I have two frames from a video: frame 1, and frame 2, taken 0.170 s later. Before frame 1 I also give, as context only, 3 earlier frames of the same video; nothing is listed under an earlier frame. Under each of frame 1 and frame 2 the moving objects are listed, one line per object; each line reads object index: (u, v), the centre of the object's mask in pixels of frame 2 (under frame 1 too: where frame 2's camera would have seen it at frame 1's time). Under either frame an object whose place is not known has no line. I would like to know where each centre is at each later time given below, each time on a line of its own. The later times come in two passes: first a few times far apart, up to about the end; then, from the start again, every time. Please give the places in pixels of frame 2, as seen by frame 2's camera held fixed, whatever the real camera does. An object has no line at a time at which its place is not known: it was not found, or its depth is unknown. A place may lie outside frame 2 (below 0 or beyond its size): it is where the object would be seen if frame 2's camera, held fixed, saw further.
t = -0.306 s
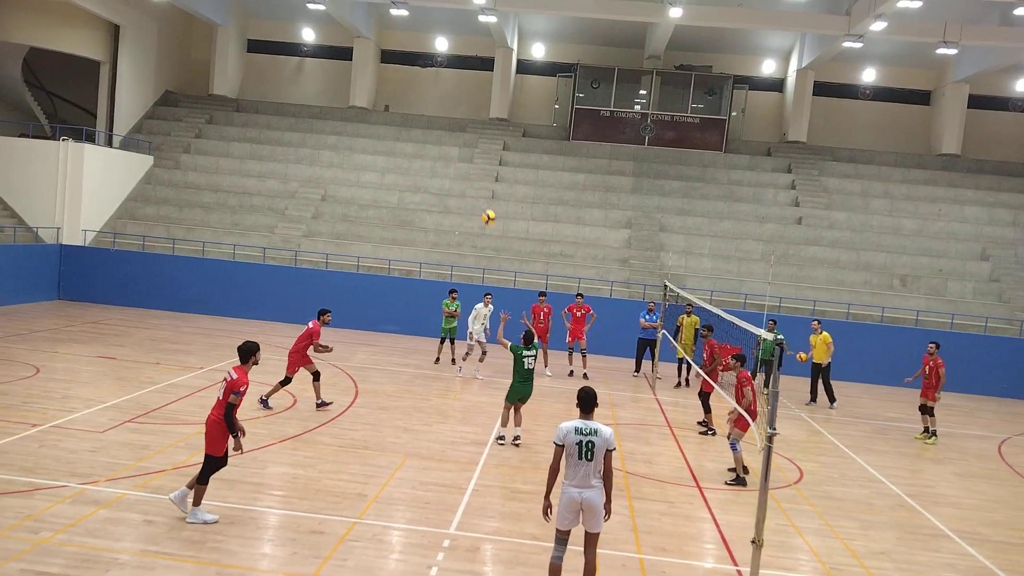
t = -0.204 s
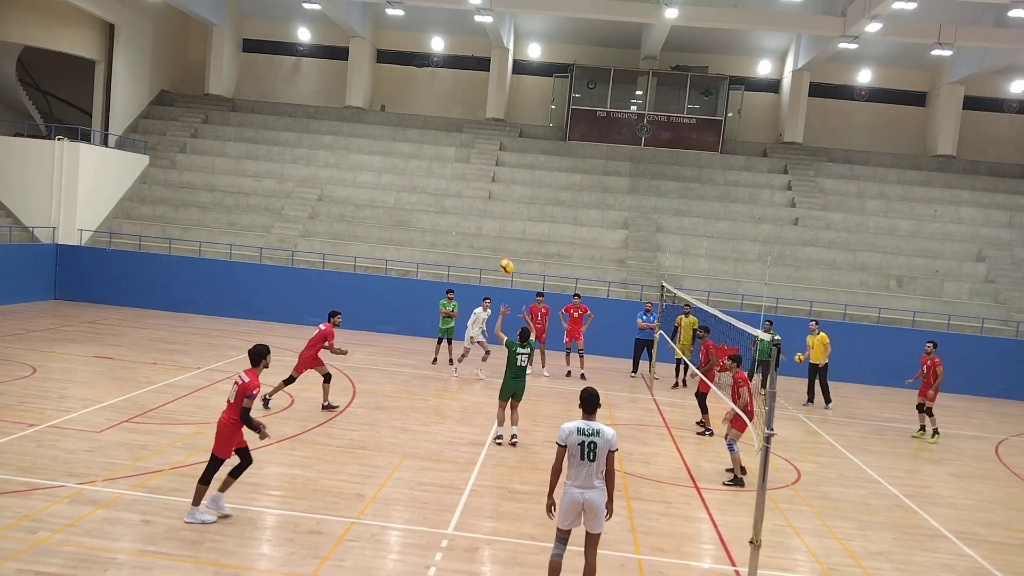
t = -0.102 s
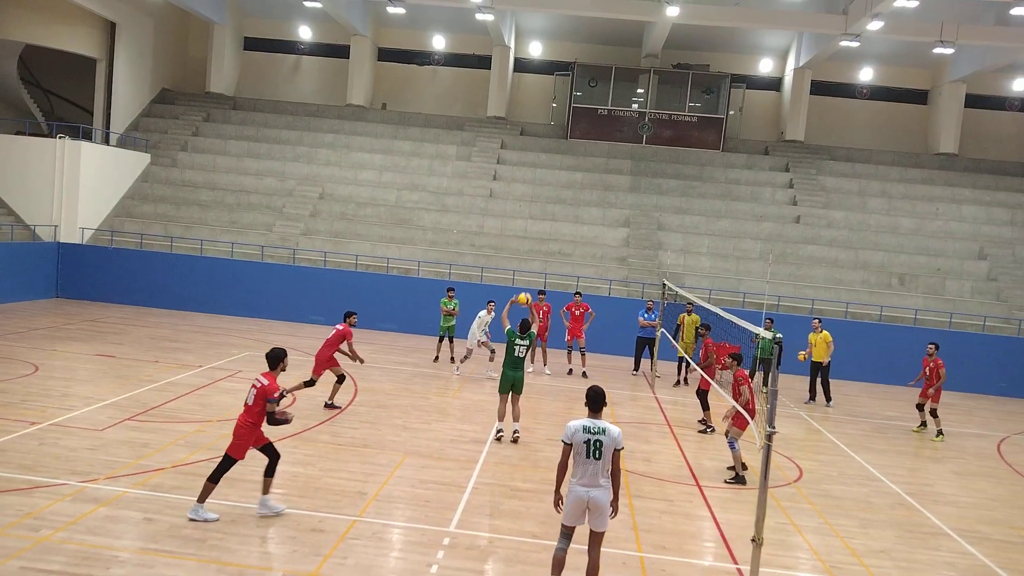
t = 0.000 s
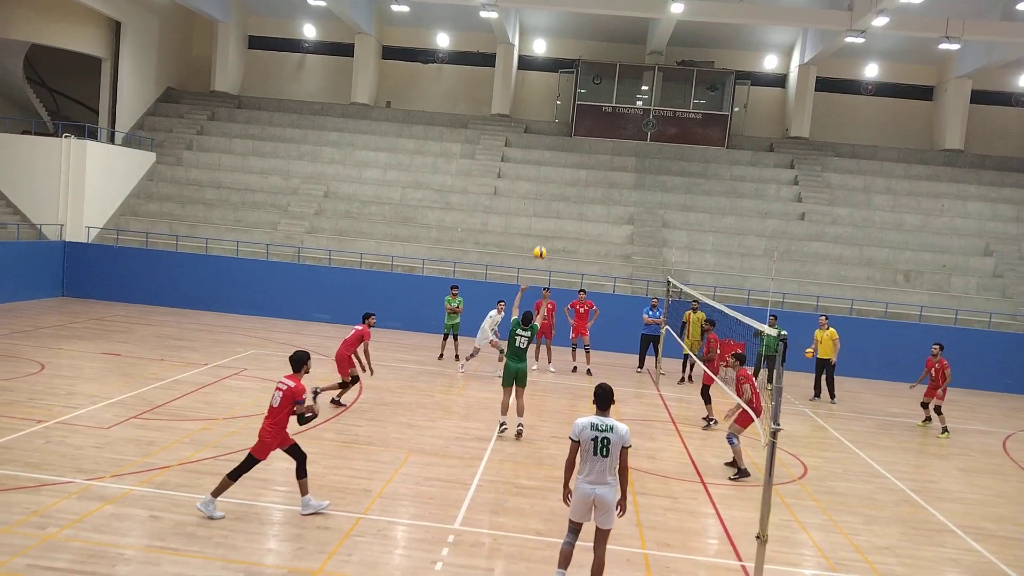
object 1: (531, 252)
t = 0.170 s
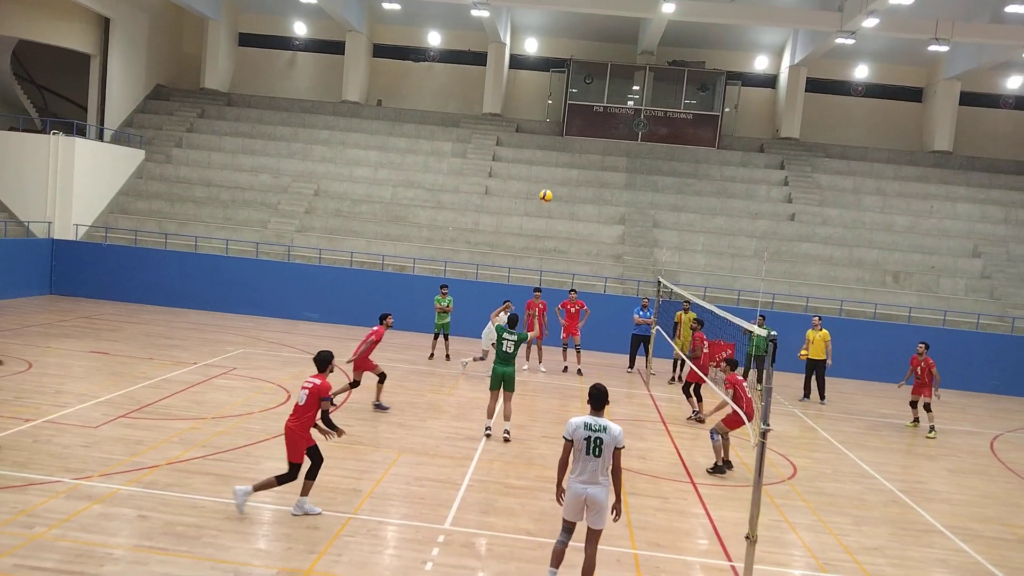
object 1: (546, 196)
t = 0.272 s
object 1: (553, 172)
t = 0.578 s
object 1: (570, 140)
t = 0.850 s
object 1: (577, 159)
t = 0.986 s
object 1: (579, 181)
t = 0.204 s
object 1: (548, 187)
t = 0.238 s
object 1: (550, 179)
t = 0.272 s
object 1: (553, 172)
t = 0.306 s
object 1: (555, 165)
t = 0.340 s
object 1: (557, 160)
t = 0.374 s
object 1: (559, 155)
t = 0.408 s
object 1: (561, 151)
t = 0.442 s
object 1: (563, 147)
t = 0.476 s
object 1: (564, 144)
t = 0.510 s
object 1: (566, 142)
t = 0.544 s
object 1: (567, 141)
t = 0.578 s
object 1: (570, 140)
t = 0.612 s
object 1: (571, 141)
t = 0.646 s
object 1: (572, 142)
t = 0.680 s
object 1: (573, 143)
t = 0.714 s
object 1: (574, 145)
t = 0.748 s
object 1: (575, 148)
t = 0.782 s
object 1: (576, 151)
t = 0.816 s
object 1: (576, 155)
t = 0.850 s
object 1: (577, 159)
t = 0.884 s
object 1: (578, 164)
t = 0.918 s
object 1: (578, 170)
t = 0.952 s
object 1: (578, 175)
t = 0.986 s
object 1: (579, 181)
